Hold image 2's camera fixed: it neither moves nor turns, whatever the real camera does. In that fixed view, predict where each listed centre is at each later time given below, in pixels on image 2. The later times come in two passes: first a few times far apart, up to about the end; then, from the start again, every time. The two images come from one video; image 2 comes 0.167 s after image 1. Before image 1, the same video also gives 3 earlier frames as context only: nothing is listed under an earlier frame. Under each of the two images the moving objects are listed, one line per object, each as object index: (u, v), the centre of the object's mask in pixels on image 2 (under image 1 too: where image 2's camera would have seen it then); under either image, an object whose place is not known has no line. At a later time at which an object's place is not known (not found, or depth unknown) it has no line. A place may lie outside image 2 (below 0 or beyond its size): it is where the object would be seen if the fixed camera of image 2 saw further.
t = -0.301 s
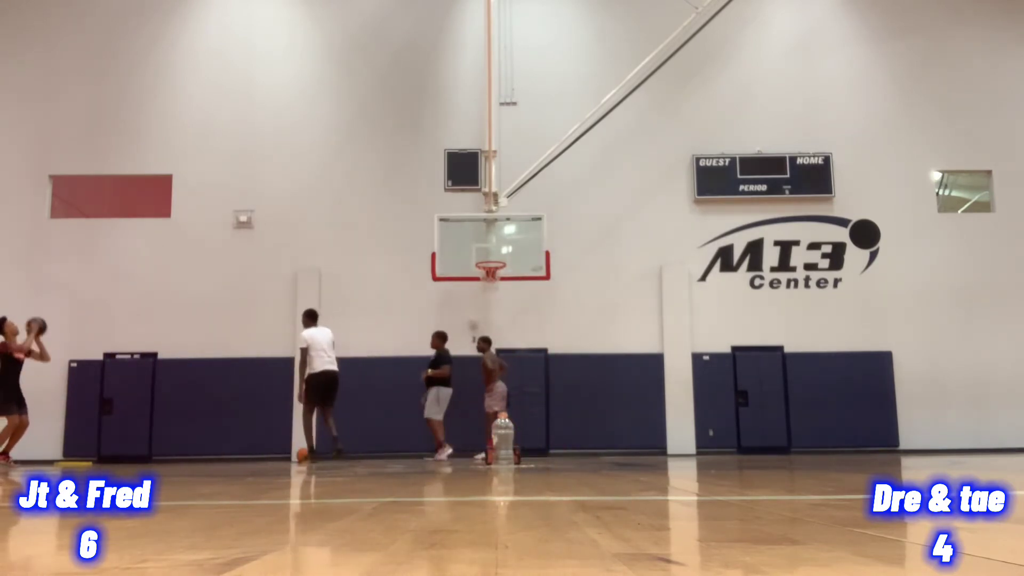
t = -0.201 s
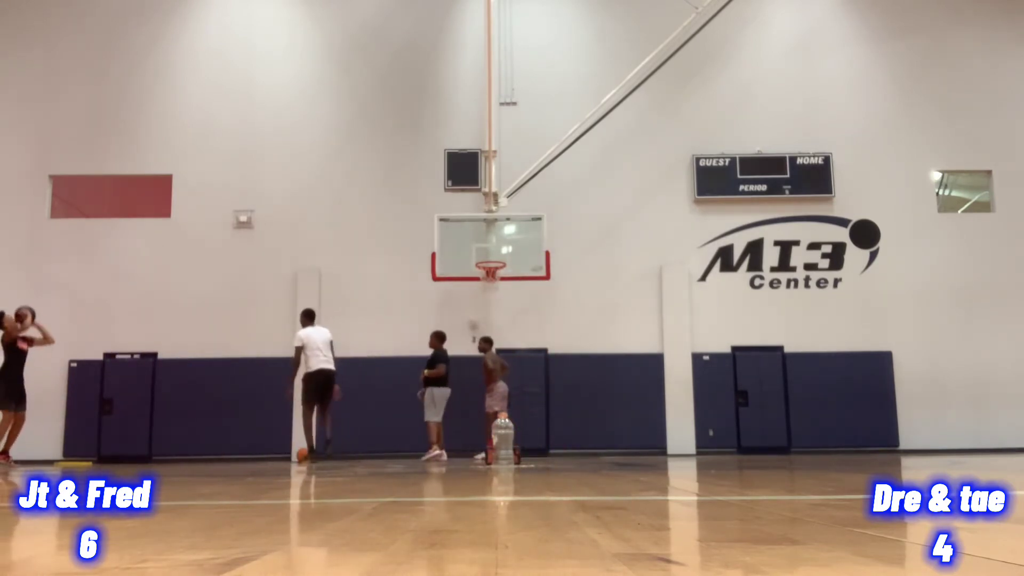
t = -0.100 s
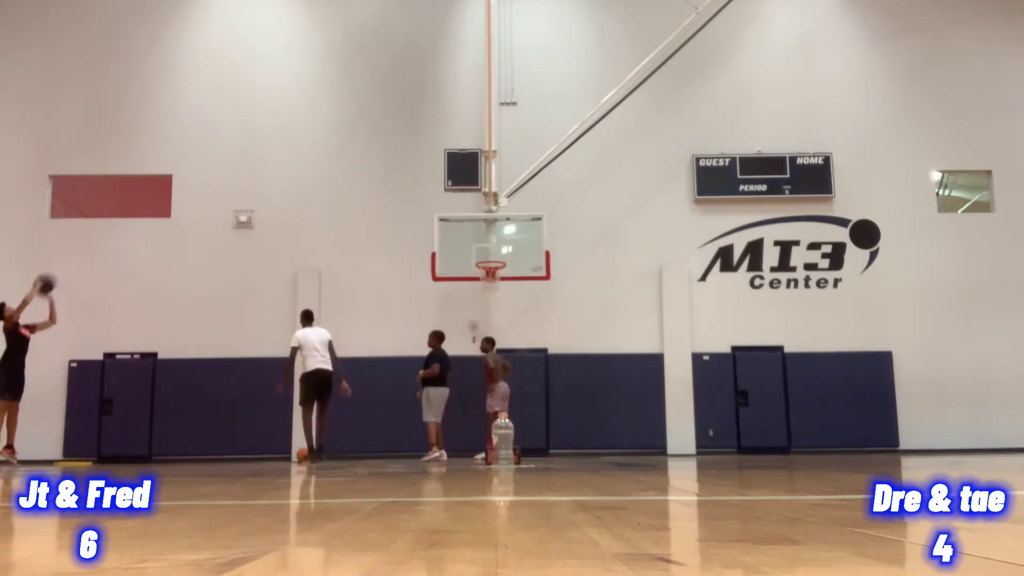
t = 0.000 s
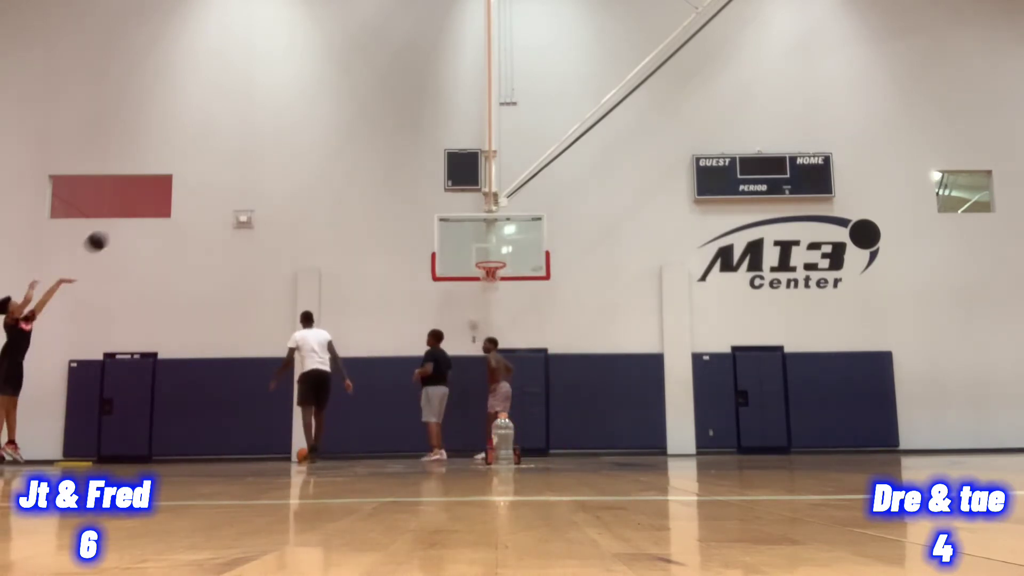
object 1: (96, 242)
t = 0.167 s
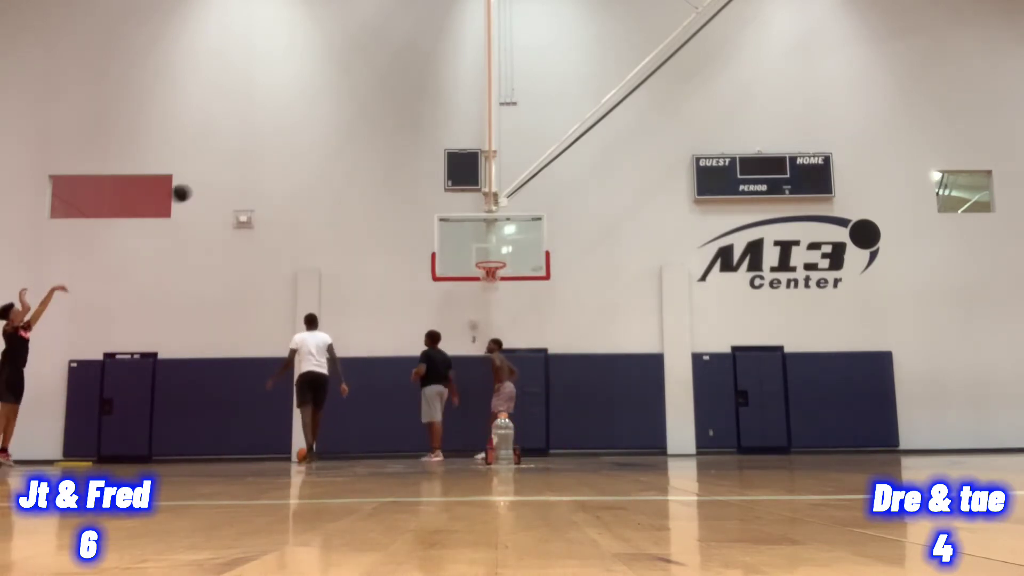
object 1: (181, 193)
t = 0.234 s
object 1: (212, 181)
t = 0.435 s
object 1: (296, 163)
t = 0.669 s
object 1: (381, 176)
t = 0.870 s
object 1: (447, 211)
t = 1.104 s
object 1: (496, 248)
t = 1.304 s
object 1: (478, 219)
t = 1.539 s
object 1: (457, 215)
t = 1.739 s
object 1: (439, 237)
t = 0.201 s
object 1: (196, 186)
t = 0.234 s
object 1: (212, 181)
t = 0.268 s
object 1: (227, 175)
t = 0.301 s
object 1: (241, 172)
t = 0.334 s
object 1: (255, 168)
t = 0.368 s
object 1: (269, 166)
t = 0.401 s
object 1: (282, 164)
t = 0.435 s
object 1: (296, 163)
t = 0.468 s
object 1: (309, 163)
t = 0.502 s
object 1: (321, 164)
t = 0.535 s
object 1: (334, 165)
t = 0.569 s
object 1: (346, 167)
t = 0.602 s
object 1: (358, 169)
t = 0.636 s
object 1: (370, 172)
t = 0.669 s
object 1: (381, 176)
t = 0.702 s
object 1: (393, 181)
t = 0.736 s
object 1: (404, 186)
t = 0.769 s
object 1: (415, 191)
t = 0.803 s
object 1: (426, 197)
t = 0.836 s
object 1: (437, 204)
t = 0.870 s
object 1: (447, 211)
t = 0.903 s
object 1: (457, 219)
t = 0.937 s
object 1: (468, 228)
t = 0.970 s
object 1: (478, 236)
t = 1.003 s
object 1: (487, 246)
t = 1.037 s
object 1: (498, 255)
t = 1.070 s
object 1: (499, 255)
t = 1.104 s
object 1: (496, 248)
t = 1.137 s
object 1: (493, 242)
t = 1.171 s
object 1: (490, 236)
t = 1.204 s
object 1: (487, 230)
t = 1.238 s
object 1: (484, 226)
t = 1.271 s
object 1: (481, 222)
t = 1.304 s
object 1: (478, 219)
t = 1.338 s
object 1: (475, 217)
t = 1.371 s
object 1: (472, 215)
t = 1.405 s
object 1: (469, 214)
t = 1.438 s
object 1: (466, 213)
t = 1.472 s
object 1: (463, 213)
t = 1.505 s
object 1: (460, 214)
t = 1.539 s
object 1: (457, 215)
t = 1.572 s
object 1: (454, 217)
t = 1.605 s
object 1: (451, 220)
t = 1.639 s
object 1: (448, 223)
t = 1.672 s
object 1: (445, 227)
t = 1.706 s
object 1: (442, 232)
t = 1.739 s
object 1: (439, 237)
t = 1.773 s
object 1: (436, 243)
